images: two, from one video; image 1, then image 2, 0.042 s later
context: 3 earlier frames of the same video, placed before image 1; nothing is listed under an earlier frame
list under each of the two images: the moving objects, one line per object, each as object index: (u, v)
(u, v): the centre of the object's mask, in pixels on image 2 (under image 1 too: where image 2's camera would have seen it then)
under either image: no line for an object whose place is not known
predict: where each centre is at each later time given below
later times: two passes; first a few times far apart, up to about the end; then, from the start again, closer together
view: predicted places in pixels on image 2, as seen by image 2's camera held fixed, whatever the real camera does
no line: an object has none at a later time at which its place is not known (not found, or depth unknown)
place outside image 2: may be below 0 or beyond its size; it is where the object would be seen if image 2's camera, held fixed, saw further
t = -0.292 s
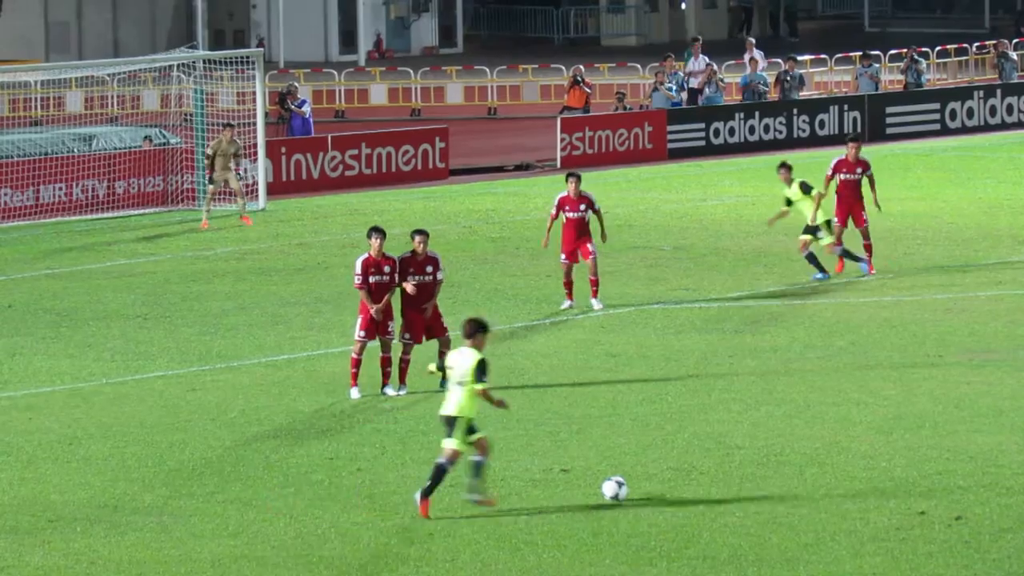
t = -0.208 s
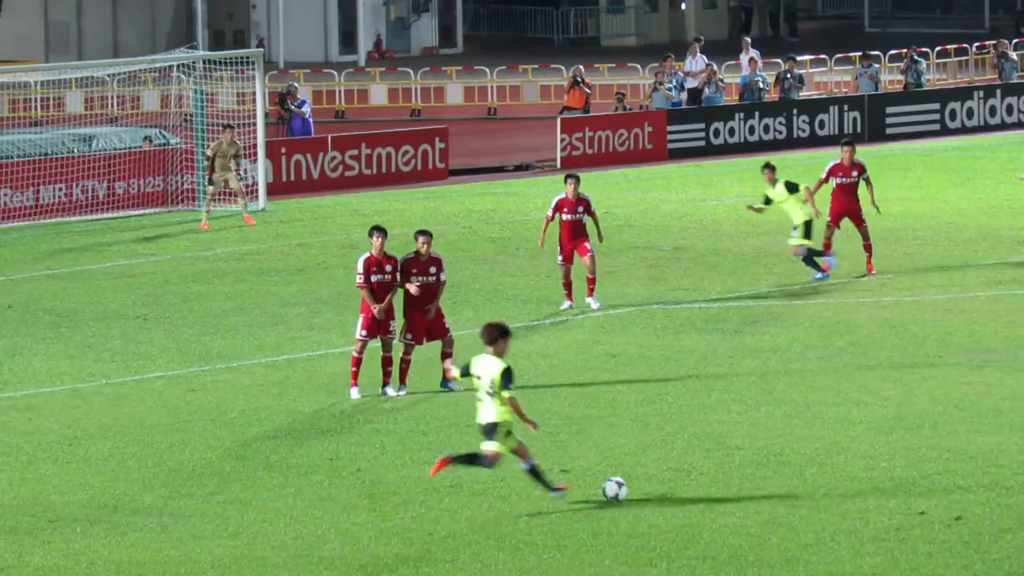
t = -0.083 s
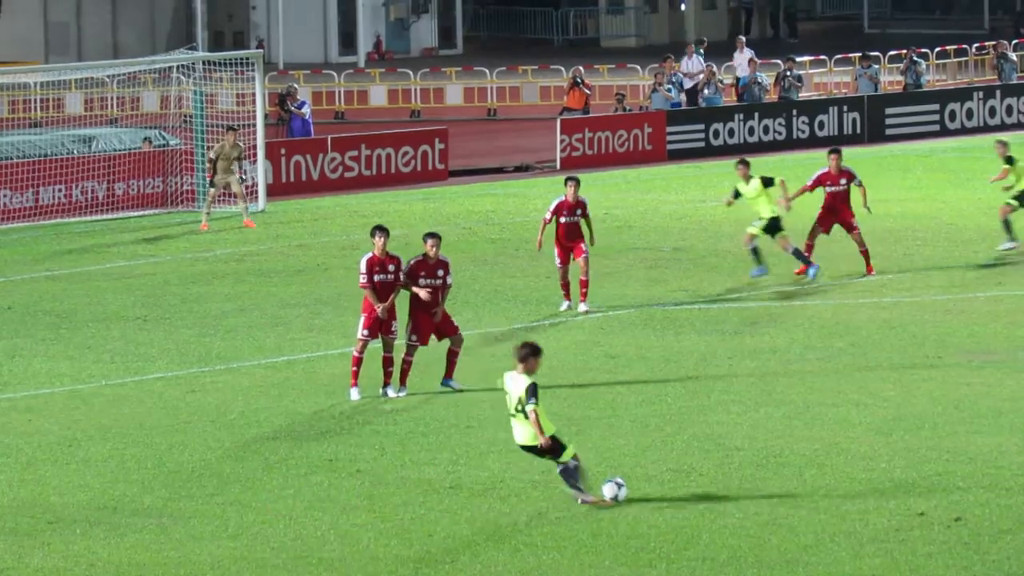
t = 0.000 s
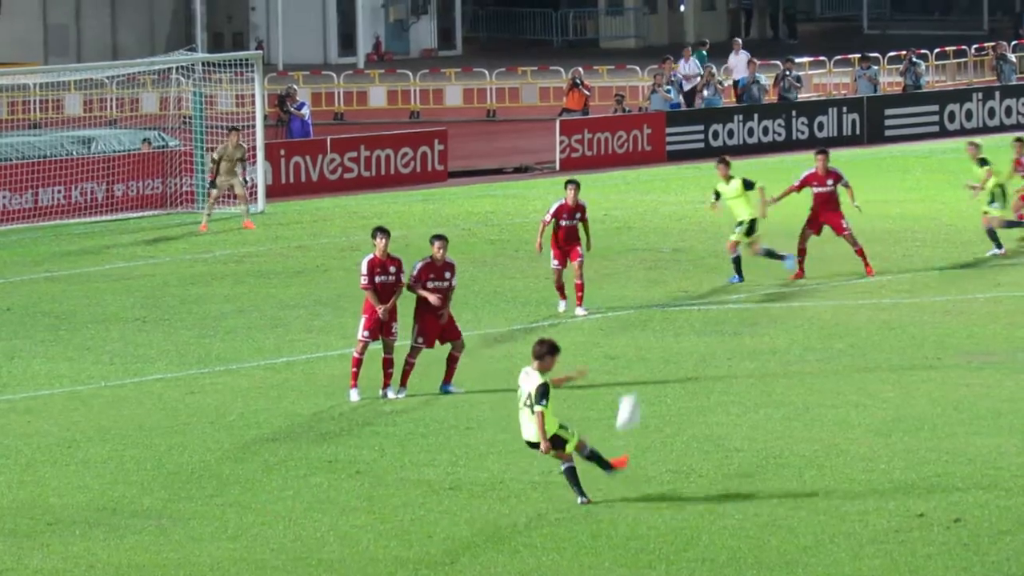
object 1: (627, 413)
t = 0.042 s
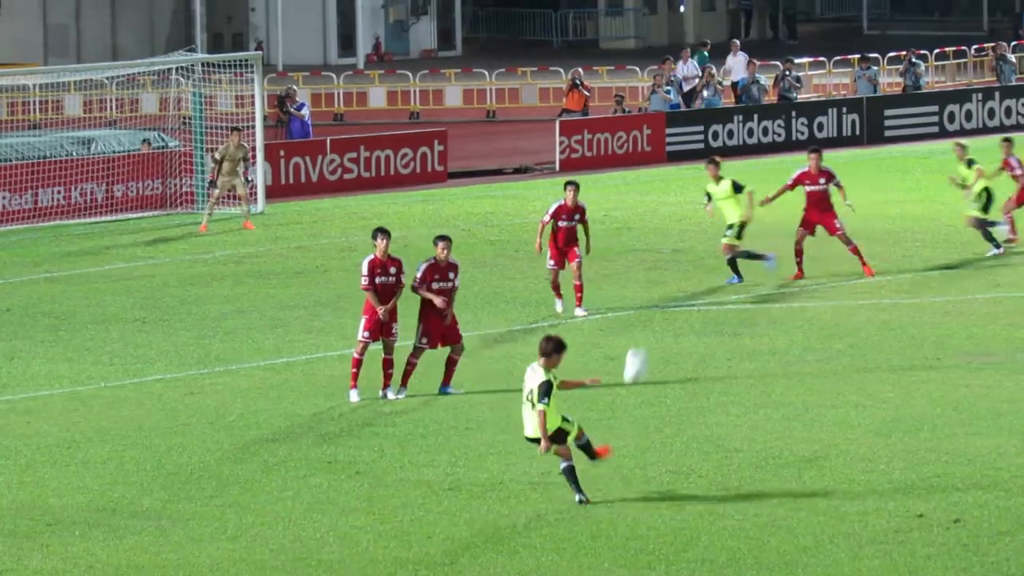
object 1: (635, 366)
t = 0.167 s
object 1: (647, 245)
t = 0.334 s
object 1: (651, 123)
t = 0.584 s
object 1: (628, 6)
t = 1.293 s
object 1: (480, 4)
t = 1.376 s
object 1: (461, 28)
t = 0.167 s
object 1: (647, 245)
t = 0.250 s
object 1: (651, 178)
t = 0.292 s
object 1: (652, 150)
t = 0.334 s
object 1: (651, 123)
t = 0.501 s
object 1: (638, 37)
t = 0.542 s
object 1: (633, 21)
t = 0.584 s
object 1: (628, 6)
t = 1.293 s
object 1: (480, 4)
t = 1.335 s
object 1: (471, 16)
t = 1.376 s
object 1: (461, 28)
